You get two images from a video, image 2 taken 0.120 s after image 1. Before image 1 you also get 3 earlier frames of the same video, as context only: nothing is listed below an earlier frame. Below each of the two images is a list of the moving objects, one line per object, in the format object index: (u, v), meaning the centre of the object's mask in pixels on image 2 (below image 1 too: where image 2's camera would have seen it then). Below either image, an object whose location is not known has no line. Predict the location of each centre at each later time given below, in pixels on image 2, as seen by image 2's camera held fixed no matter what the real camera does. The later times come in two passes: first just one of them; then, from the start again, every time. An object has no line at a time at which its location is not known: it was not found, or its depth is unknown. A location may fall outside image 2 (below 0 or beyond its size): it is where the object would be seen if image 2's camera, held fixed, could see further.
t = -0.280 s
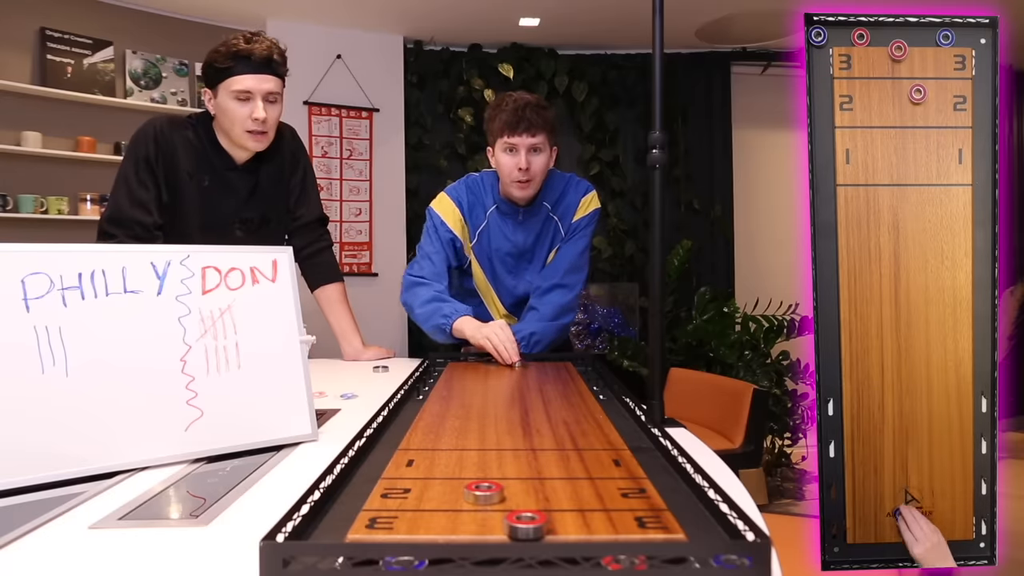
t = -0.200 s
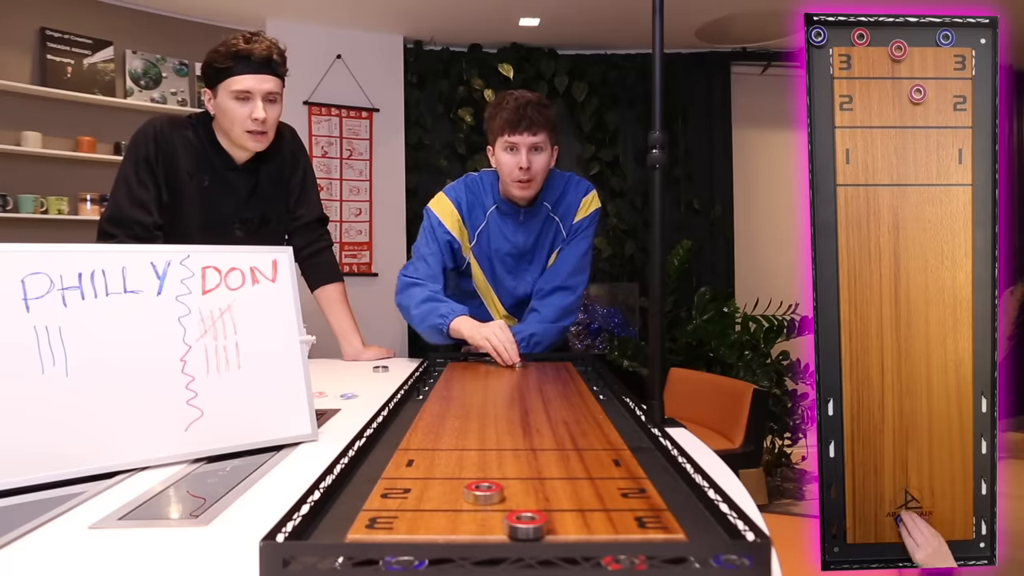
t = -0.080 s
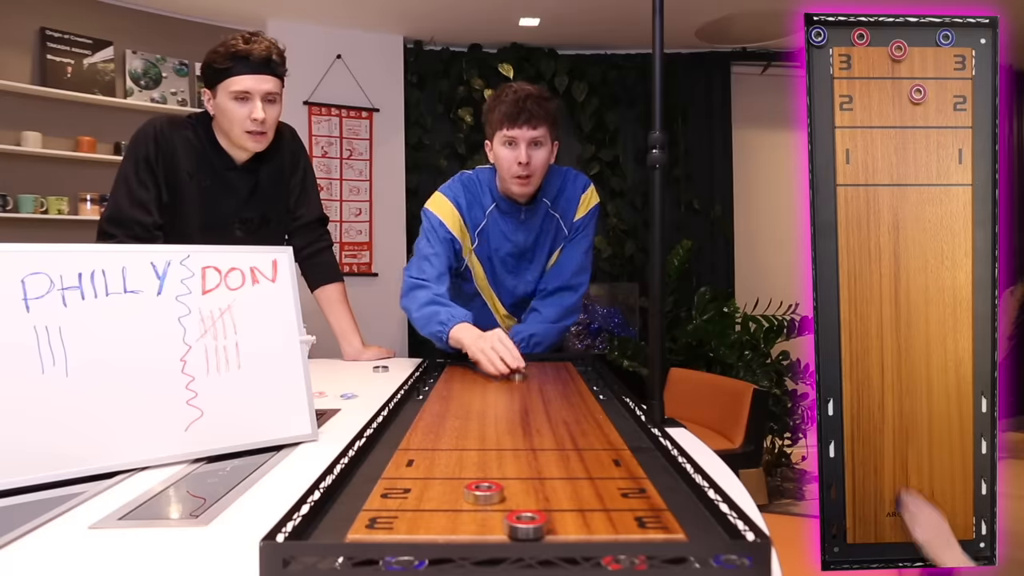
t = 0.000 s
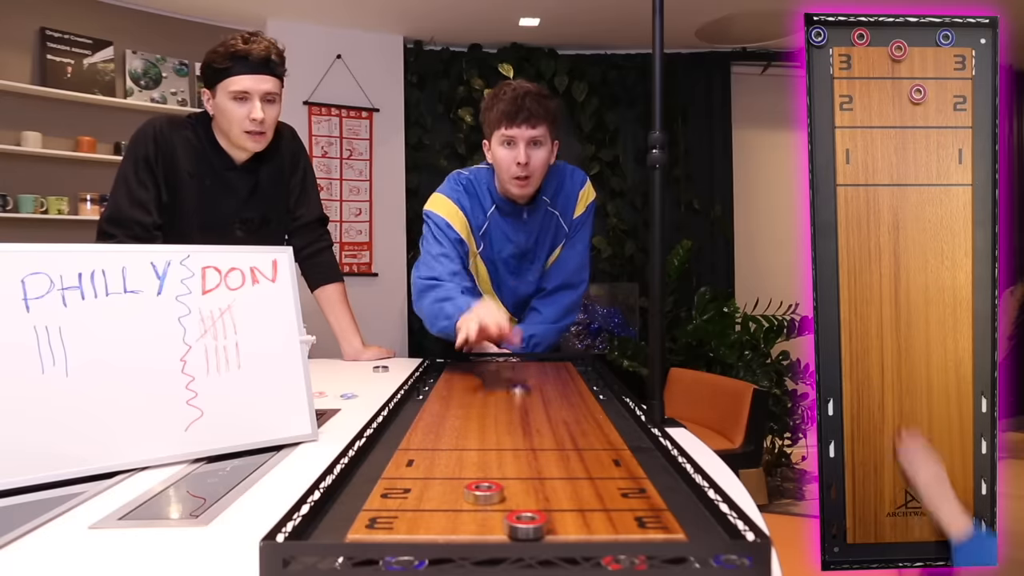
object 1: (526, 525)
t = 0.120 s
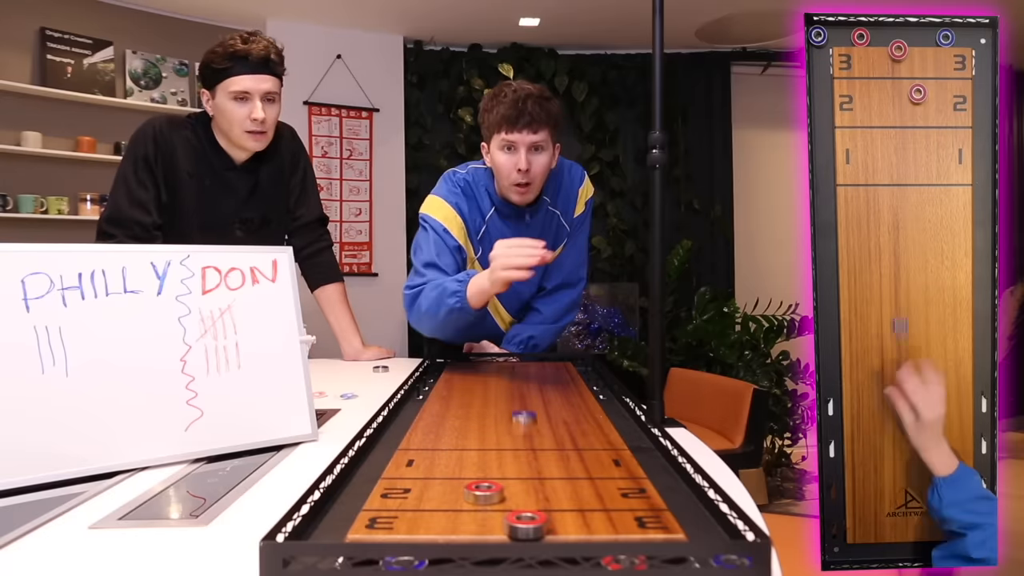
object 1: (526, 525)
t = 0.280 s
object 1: (526, 525)
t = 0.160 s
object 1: (526, 525)
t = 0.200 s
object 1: (526, 525)
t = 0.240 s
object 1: (526, 525)
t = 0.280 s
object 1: (526, 525)
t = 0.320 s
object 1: (526, 525)
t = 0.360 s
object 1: (525, 525)
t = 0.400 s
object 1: (512, 531)
